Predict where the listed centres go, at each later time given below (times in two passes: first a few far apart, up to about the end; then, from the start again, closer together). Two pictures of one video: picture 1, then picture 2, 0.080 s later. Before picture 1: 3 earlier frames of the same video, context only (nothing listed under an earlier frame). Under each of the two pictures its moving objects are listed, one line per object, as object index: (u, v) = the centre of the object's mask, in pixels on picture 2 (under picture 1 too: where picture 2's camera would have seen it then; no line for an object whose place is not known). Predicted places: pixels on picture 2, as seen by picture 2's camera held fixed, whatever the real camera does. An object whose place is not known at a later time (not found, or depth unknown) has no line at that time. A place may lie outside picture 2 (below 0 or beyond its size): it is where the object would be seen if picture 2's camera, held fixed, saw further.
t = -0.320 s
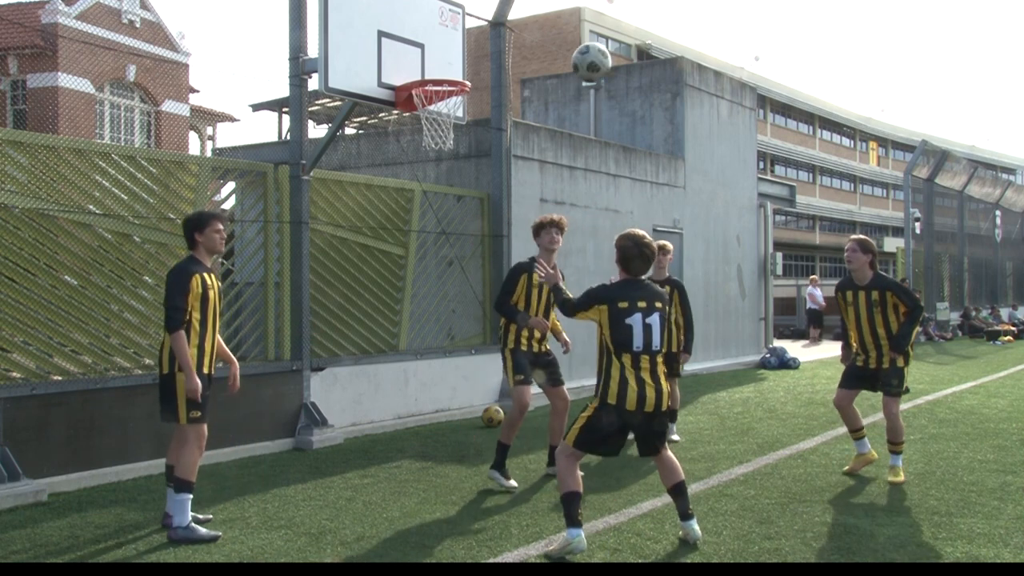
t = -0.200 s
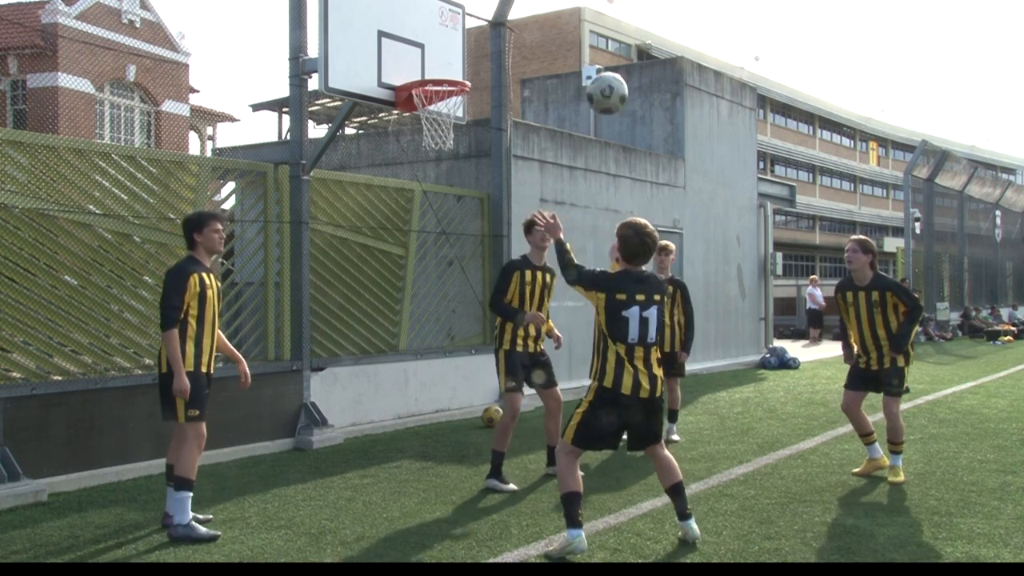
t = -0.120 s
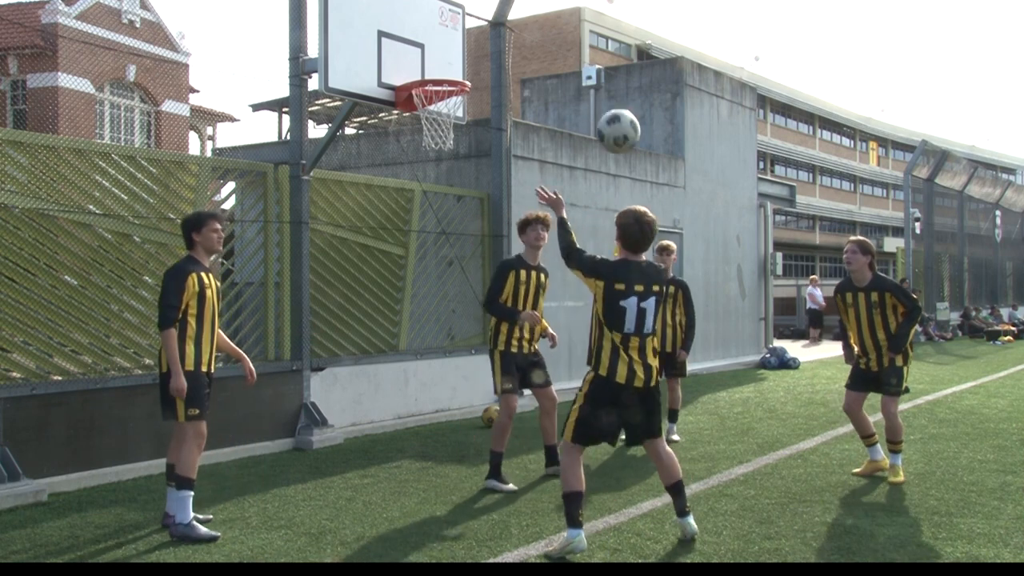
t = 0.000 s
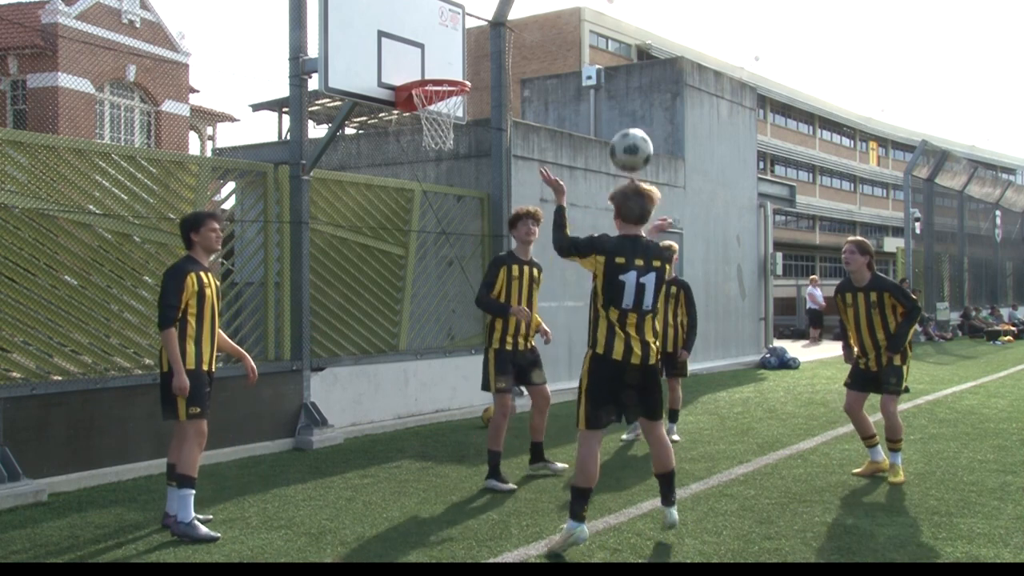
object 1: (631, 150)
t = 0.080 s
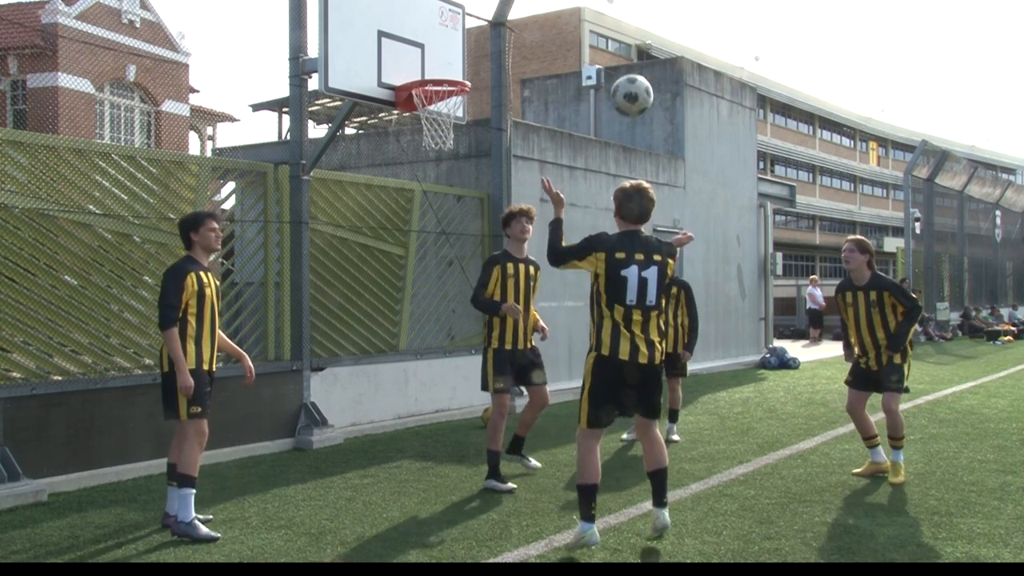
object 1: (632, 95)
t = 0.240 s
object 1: (633, 30)
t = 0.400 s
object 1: (633, 14)
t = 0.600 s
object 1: (634, 45)
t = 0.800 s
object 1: (633, 131)
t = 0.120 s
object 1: (632, 73)
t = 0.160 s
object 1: (633, 55)
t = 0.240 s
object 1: (633, 30)
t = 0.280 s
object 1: (632, 21)
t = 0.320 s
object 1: (632, 16)
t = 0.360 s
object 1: (632, 14)
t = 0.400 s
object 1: (633, 14)
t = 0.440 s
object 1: (633, 15)
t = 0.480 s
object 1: (633, 19)
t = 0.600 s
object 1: (634, 45)
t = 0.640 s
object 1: (634, 58)
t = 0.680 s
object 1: (633, 74)
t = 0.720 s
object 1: (633, 91)
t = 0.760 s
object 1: (633, 111)
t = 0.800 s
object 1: (633, 131)
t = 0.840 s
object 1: (633, 155)
